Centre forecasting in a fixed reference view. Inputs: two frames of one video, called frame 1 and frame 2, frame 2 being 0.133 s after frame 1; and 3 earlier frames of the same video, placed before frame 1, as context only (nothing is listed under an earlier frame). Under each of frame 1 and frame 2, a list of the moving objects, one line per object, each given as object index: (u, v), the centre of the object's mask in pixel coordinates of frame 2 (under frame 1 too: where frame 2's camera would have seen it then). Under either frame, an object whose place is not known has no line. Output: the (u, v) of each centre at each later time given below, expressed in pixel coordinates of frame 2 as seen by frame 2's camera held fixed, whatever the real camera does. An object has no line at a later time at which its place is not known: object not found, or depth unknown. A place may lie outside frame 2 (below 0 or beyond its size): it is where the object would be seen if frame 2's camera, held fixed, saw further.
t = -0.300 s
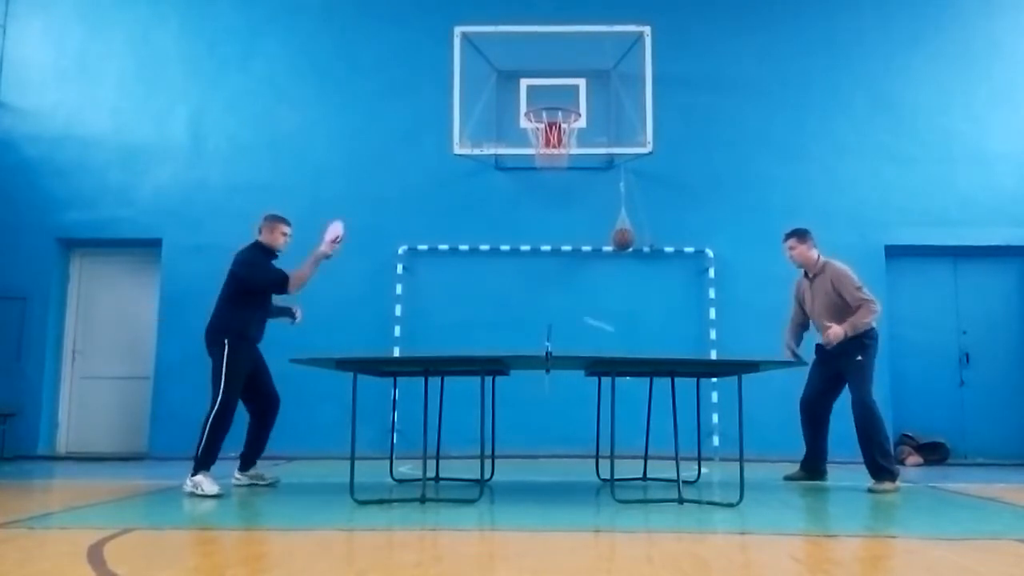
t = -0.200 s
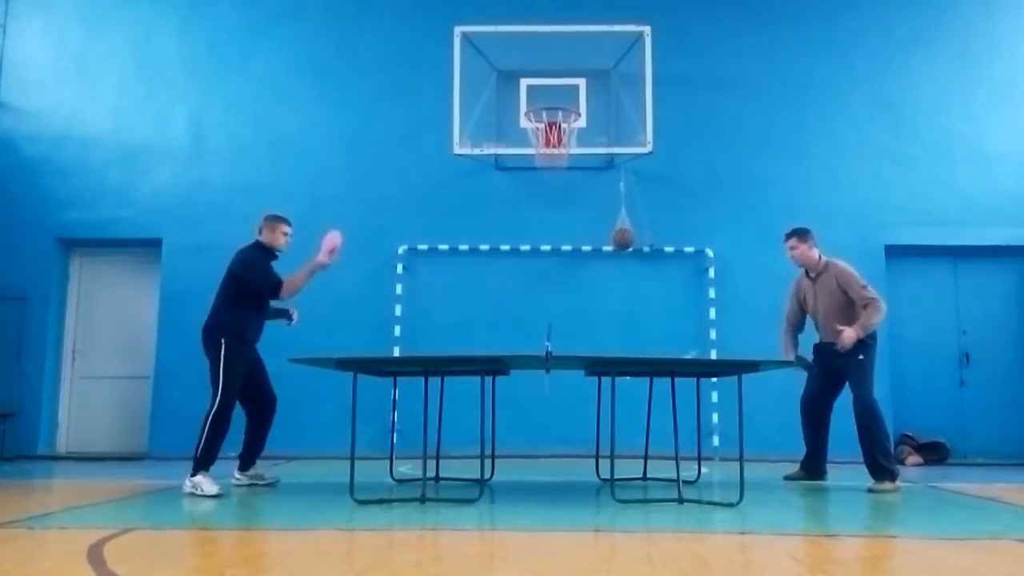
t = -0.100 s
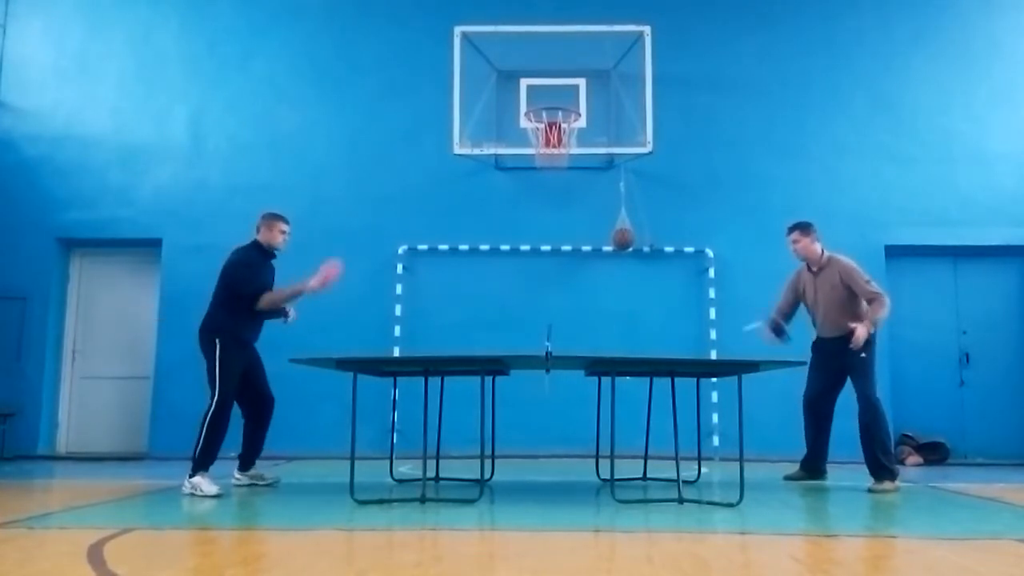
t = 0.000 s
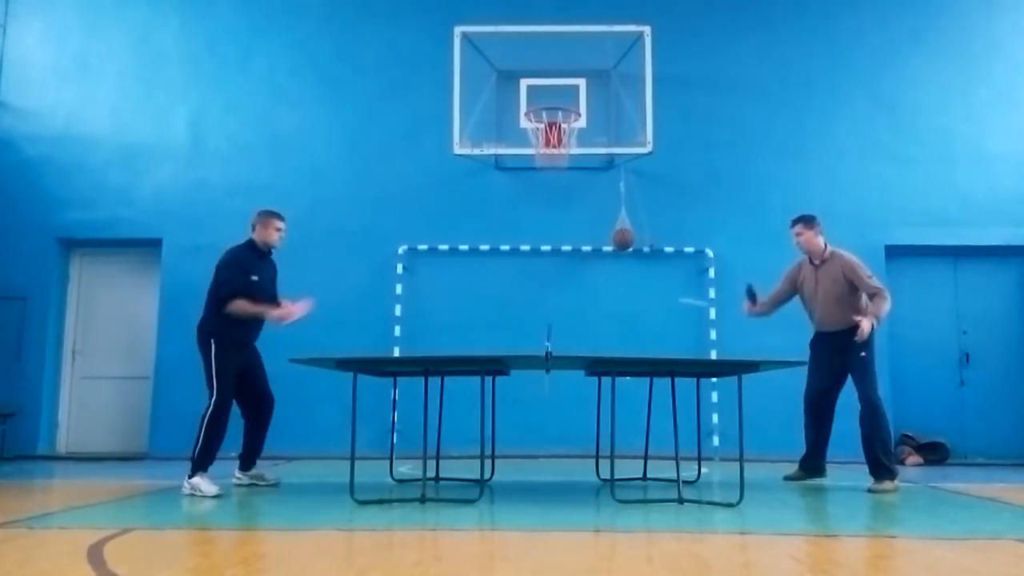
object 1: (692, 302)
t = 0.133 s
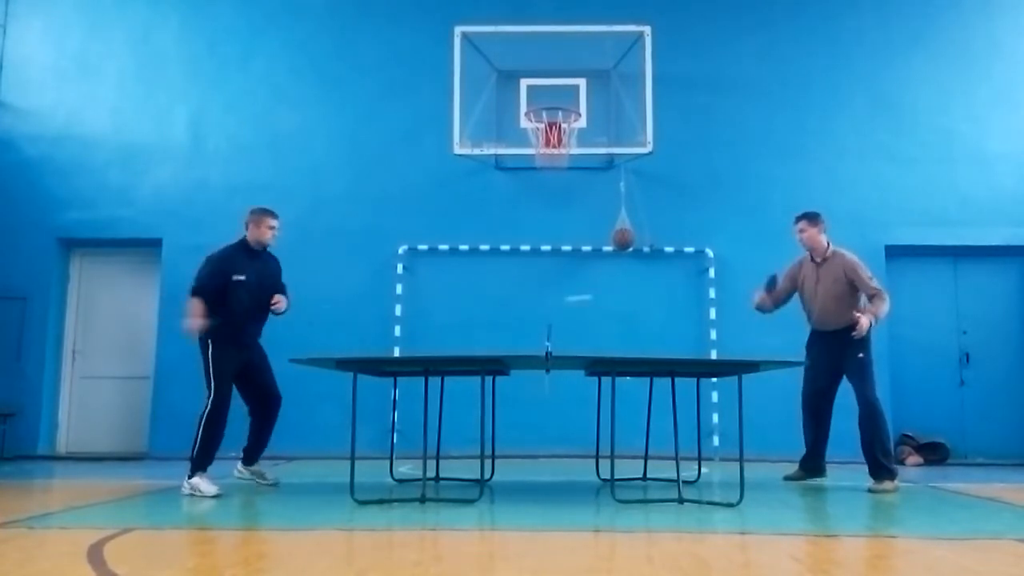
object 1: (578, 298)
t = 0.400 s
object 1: (377, 330)
